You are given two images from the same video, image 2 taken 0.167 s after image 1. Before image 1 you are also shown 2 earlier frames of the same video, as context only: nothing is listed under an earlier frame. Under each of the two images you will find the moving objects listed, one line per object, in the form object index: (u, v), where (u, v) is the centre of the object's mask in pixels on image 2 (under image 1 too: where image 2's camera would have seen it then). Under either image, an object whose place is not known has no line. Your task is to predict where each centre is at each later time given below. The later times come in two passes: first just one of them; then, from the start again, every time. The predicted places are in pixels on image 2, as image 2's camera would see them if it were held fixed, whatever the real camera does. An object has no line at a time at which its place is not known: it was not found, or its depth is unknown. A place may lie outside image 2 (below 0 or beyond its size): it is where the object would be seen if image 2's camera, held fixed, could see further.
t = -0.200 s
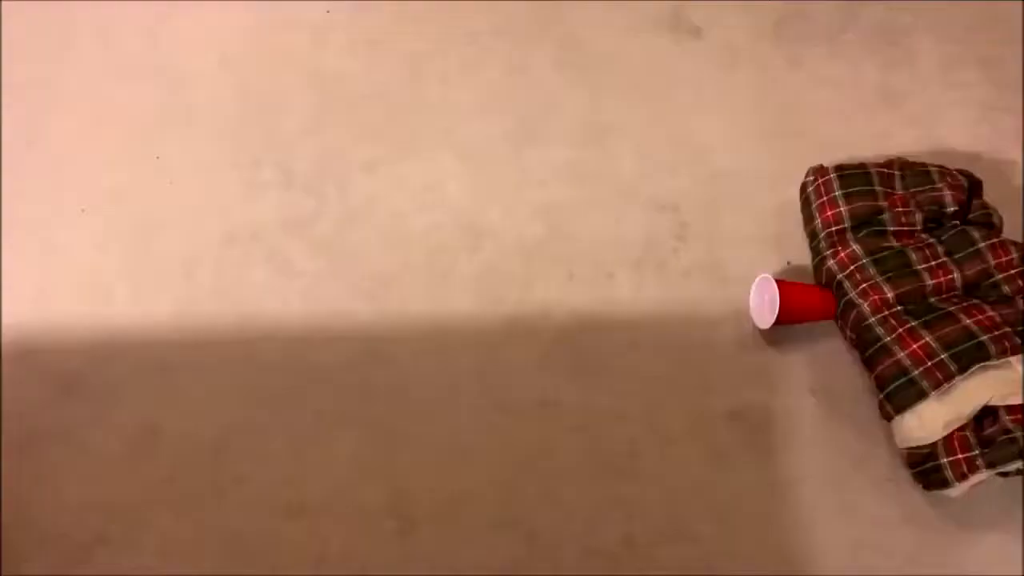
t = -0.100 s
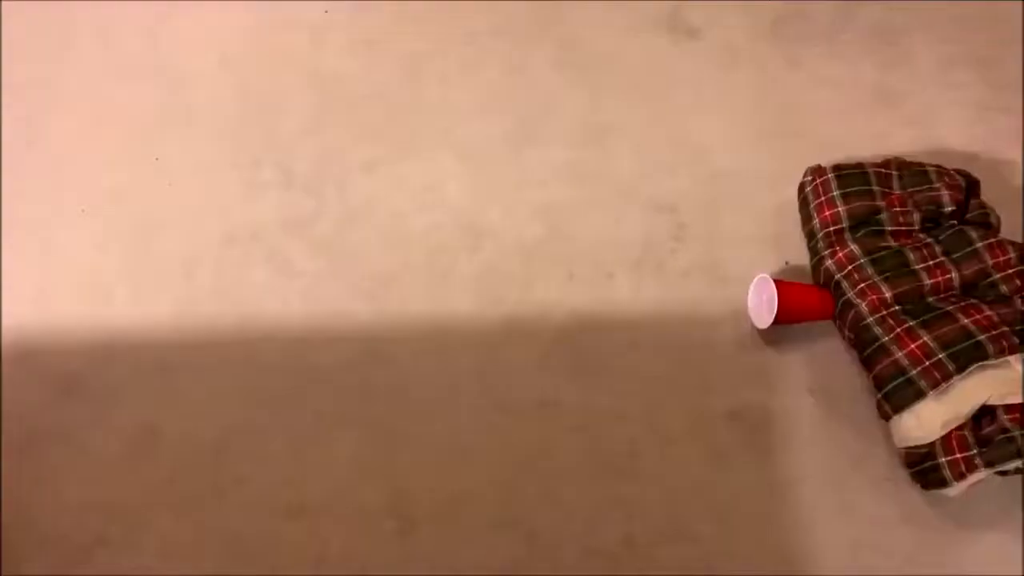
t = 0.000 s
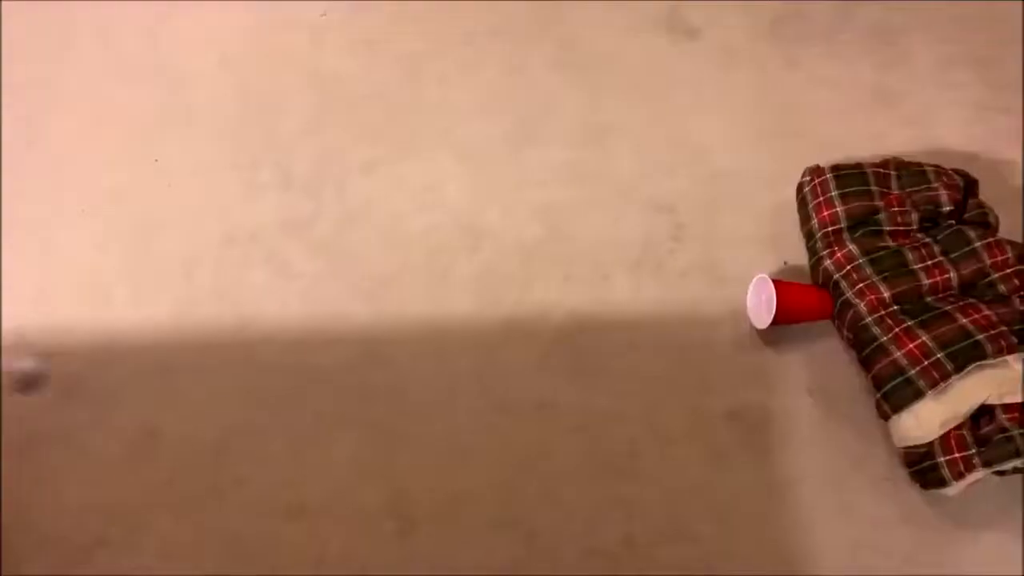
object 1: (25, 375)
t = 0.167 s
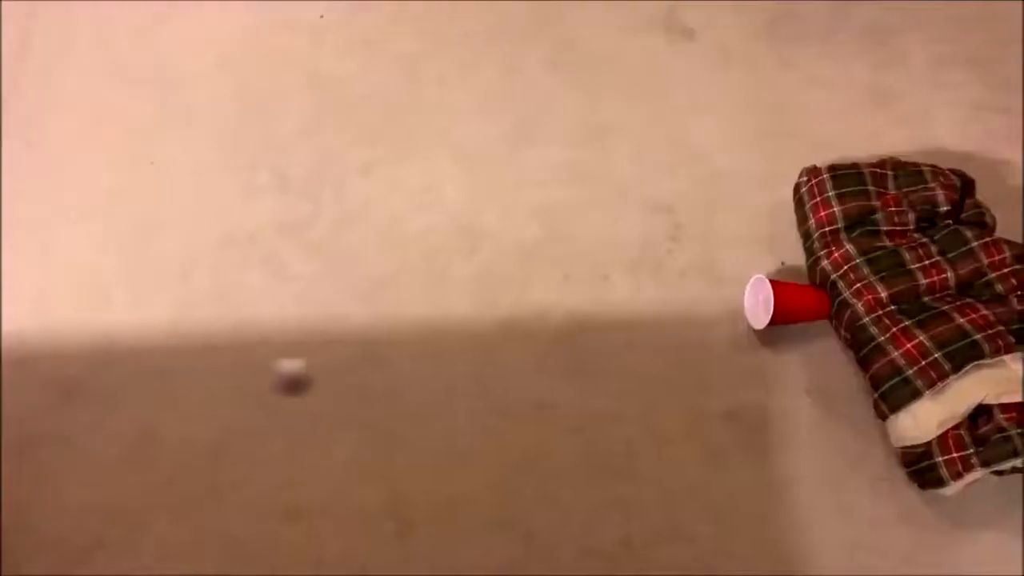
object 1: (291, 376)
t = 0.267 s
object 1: (427, 376)
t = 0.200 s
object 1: (338, 376)
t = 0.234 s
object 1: (382, 376)
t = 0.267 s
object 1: (427, 376)
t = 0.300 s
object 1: (468, 375)
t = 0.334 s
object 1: (509, 376)
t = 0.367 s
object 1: (549, 376)
